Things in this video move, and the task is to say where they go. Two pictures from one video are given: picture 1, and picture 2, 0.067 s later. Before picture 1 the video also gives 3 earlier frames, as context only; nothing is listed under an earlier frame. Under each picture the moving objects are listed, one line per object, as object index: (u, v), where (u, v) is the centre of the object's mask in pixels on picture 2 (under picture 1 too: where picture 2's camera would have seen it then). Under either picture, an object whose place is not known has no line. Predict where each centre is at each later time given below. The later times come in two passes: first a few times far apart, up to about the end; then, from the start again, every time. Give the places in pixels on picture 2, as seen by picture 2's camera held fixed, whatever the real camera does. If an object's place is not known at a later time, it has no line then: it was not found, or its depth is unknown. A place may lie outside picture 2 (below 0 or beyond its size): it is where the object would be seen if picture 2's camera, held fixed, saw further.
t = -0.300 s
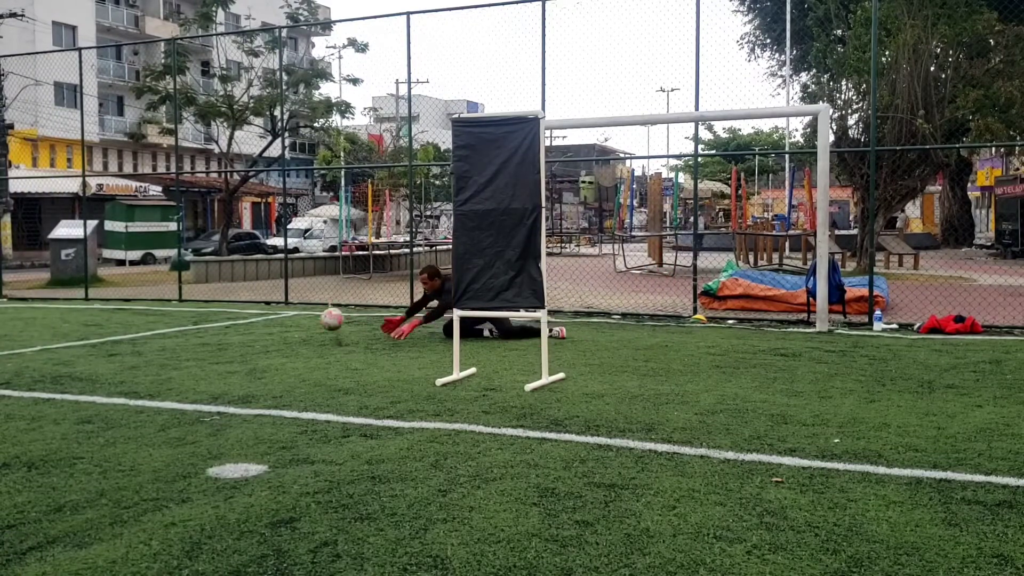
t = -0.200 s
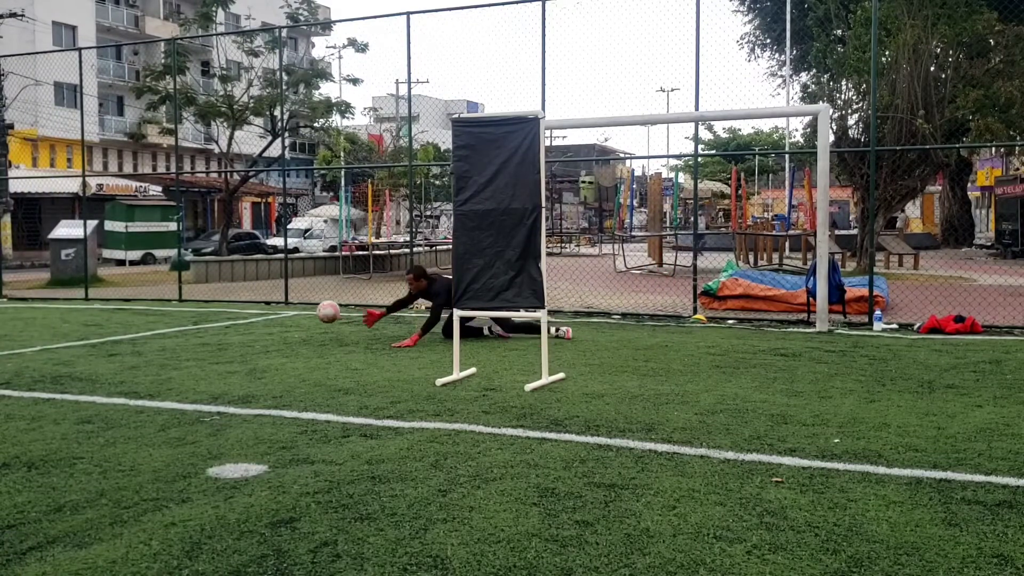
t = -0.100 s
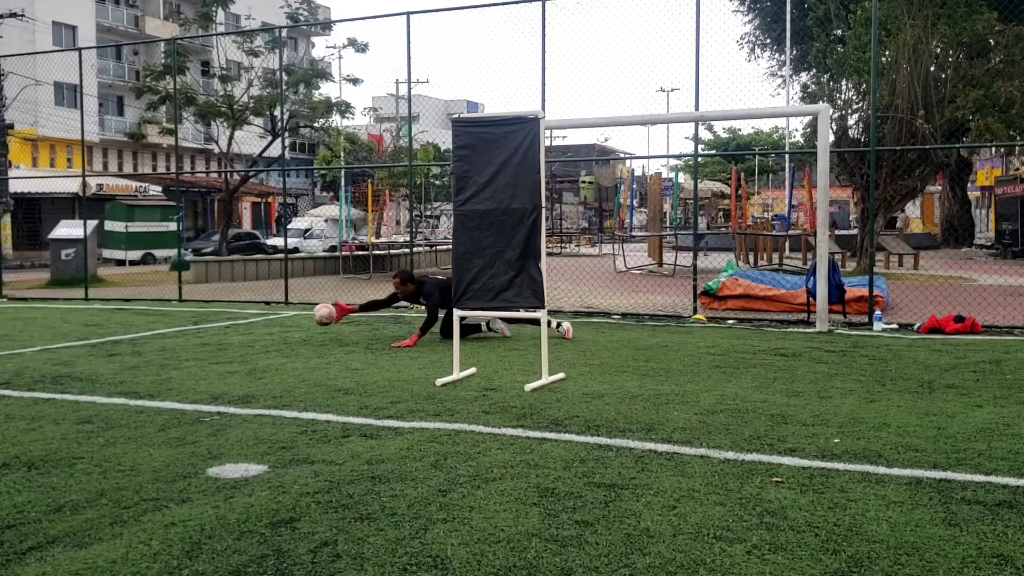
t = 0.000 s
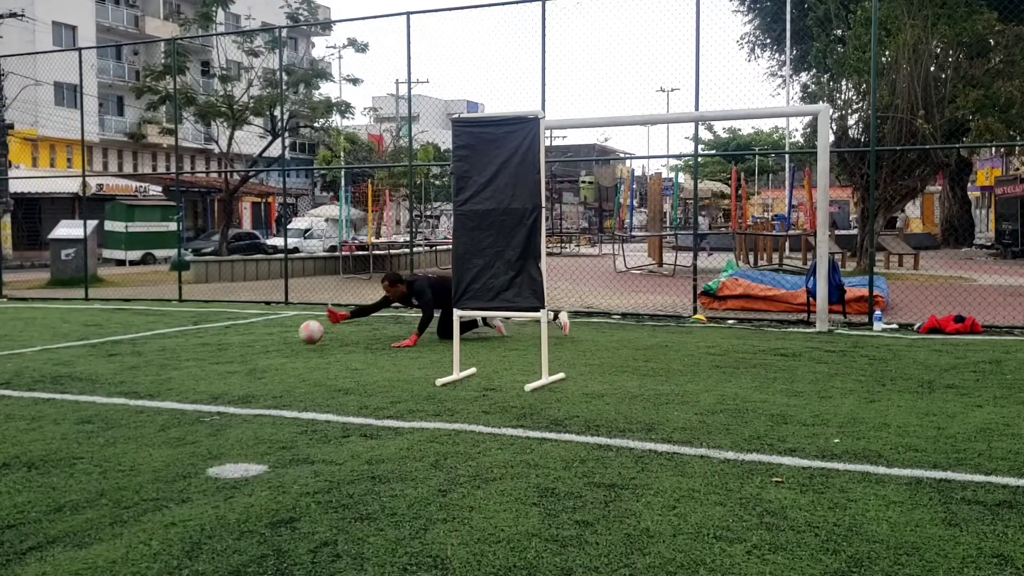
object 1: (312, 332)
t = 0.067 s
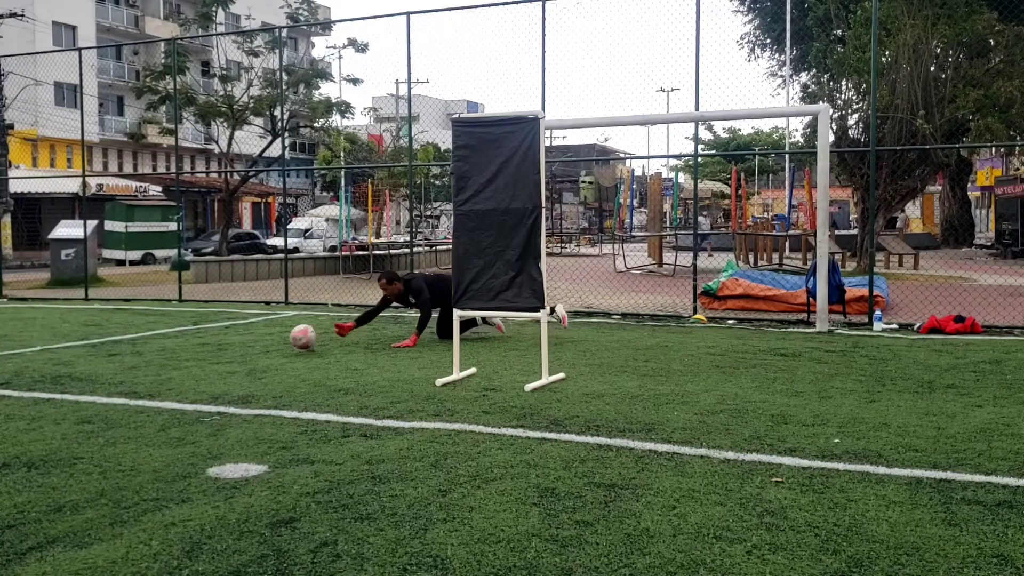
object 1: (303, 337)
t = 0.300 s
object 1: (279, 339)
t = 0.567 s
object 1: (244, 361)
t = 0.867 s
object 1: (182, 412)
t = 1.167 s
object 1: (82, 462)
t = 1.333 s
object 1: (16, 504)
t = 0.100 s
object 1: (299, 333)
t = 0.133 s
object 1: (297, 330)
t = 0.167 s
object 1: (293, 329)
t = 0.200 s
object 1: (290, 330)
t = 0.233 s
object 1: (287, 331)
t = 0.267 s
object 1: (283, 334)
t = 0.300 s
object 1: (279, 339)
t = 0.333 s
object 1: (276, 345)
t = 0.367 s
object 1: (272, 353)
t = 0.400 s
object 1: (268, 363)
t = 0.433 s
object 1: (264, 363)
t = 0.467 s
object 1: (259, 360)
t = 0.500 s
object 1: (254, 359)
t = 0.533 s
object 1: (249, 359)
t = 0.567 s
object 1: (244, 361)
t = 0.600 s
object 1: (239, 364)
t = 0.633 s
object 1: (233, 370)
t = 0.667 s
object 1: (227, 377)
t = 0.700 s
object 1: (221, 387)
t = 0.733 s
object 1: (214, 394)
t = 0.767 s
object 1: (207, 395)
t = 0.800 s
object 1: (198, 398)
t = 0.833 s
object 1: (190, 404)
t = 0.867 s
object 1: (182, 412)
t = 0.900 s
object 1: (172, 417)
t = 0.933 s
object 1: (163, 421)
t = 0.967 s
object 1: (154, 426)
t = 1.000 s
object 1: (143, 432)
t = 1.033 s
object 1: (132, 435)
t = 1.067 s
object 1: (120, 438)
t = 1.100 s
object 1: (108, 446)
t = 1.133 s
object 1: (96, 456)
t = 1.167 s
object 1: (82, 462)
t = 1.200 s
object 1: (69, 467)
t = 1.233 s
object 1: (53, 476)
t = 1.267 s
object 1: (37, 488)
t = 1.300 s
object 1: (25, 497)
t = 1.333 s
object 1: (16, 504)
